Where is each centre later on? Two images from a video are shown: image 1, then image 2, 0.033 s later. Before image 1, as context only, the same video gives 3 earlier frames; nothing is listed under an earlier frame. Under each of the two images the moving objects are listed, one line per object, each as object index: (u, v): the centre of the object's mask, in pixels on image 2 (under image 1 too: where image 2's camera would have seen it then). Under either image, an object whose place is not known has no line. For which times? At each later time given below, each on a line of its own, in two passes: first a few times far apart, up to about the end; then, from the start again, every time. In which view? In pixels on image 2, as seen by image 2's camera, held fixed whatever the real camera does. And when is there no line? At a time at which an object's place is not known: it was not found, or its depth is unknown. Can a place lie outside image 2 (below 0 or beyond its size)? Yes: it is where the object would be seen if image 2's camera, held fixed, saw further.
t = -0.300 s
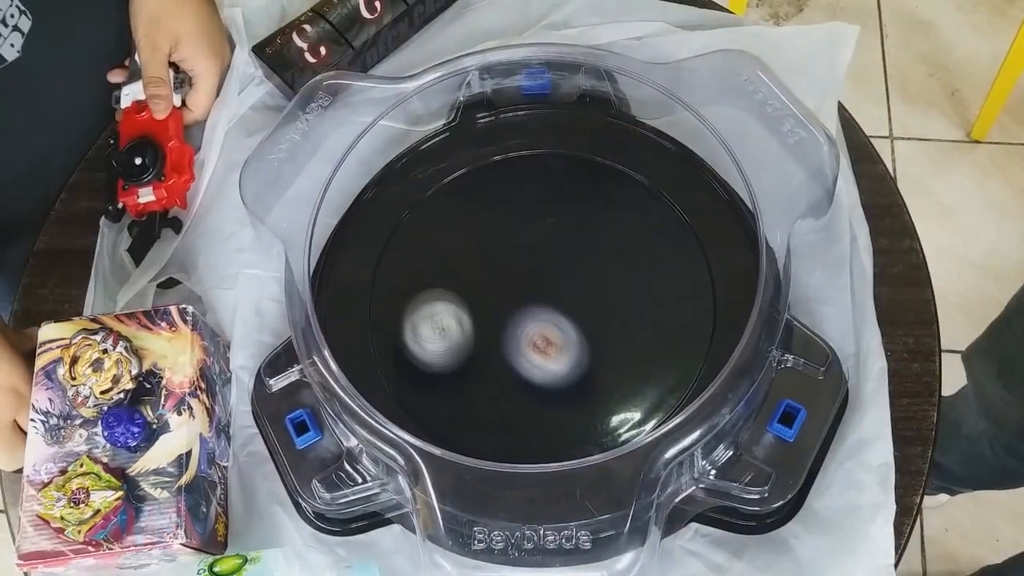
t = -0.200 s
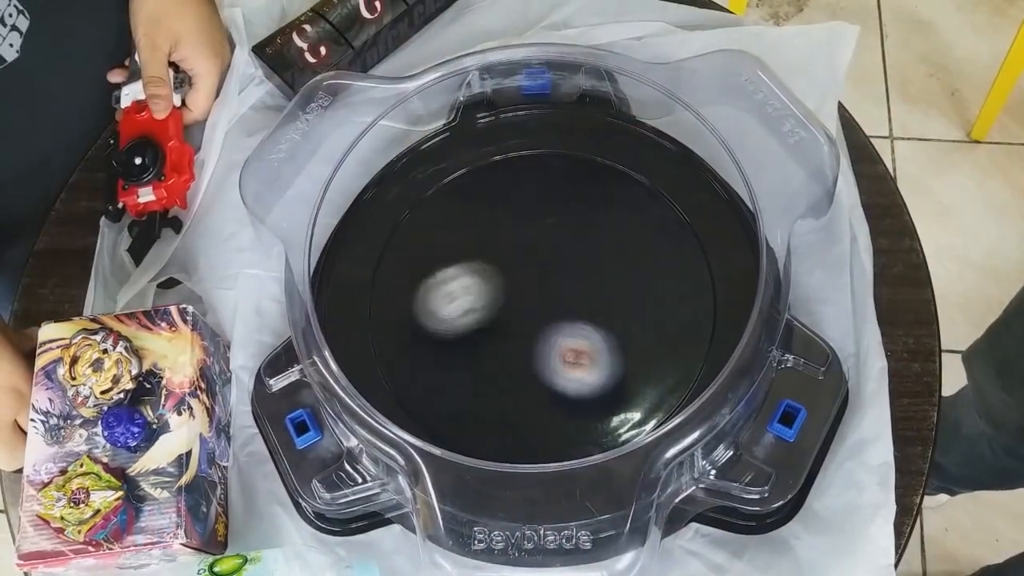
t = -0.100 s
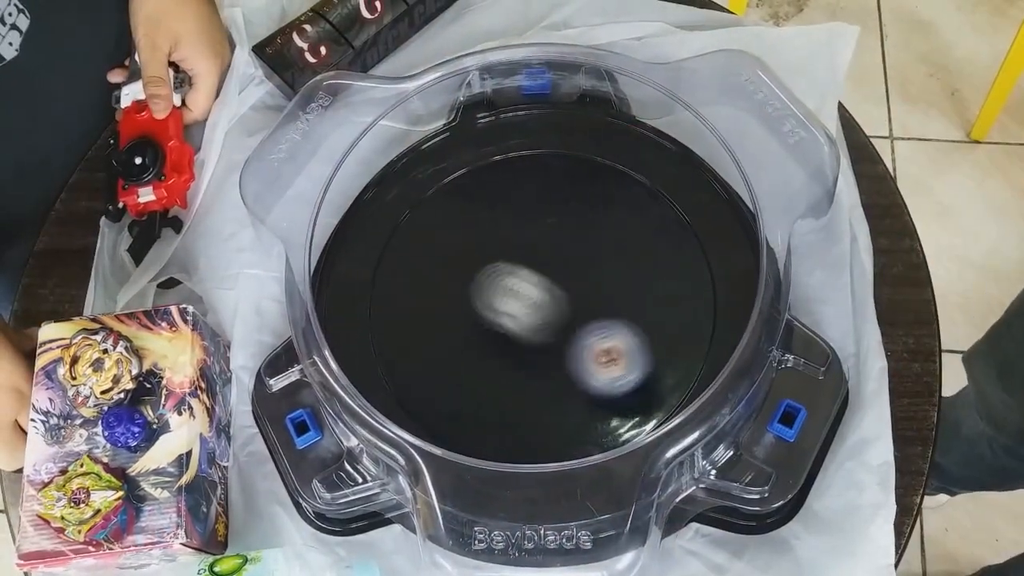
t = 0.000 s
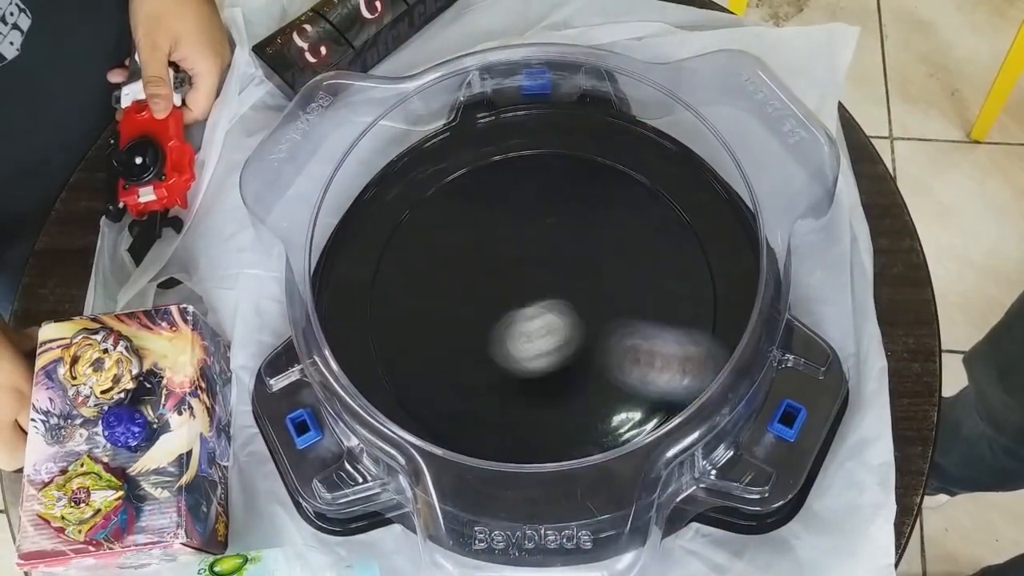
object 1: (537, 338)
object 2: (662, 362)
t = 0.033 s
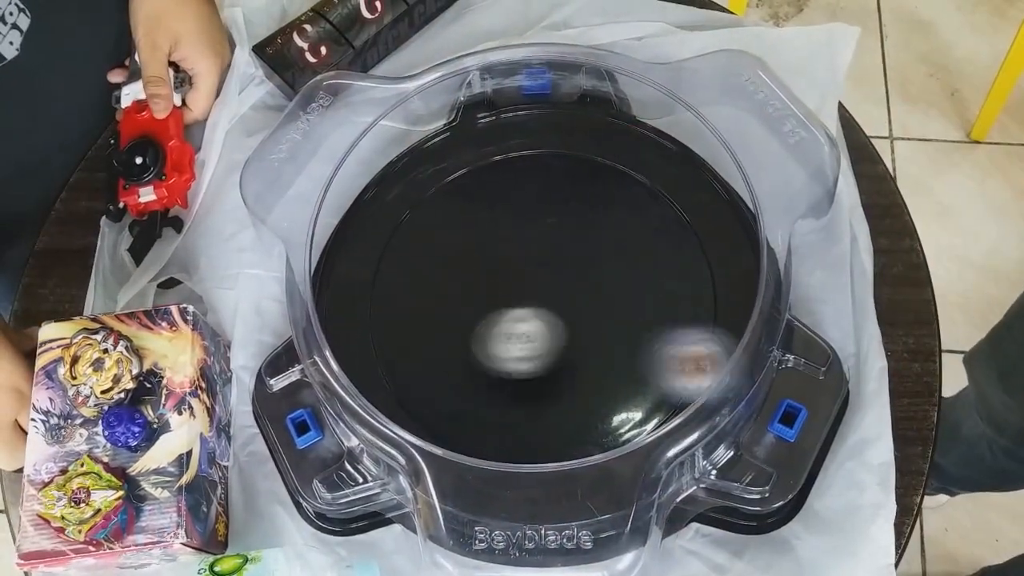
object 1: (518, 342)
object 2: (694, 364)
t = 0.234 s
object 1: (486, 275)
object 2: (694, 336)
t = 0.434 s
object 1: (543, 249)
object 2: (623, 347)
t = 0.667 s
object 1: (563, 203)
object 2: (581, 413)
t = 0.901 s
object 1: (514, 282)
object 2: (514, 360)
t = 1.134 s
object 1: (476, 192)
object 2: (479, 321)
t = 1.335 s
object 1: (565, 240)
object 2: (477, 295)
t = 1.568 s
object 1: (532, 395)
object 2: (447, 282)
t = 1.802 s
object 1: (421, 361)
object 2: (475, 304)
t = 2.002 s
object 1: (484, 292)
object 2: (585, 251)
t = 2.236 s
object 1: (614, 347)
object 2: (604, 222)
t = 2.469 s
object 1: (547, 412)
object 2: (492, 260)
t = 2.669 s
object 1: (521, 307)
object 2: (413, 287)
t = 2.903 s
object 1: (623, 232)
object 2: (454, 346)
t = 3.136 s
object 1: (647, 313)
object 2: (576, 281)
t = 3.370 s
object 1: (524, 315)
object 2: (563, 184)
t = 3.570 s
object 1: (499, 264)
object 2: (491, 154)
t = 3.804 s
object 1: (515, 324)
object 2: (501, 232)
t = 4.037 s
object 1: (473, 393)
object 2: (577, 333)
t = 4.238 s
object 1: (463, 358)
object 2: (623, 372)
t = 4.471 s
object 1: (559, 311)
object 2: (595, 379)
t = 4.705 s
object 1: (629, 261)
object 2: (525, 361)
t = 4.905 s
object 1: (649, 265)
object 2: (461, 314)
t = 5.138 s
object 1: (564, 275)
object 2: (441, 253)
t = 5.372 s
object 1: (592, 292)
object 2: (376, 185)
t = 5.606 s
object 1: (653, 351)
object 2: (339, 172)
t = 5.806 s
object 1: (602, 373)
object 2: (357, 154)
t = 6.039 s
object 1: (526, 320)
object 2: (358, 156)
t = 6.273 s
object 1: (475, 253)
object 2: (357, 156)
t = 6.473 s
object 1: (485, 211)
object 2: (357, 156)
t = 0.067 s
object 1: (503, 340)
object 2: (710, 364)
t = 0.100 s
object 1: (488, 333)
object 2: (721, 362)
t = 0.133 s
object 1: (478, 321)
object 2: (724, 356)
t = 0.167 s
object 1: (474, 306)
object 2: (708, 344)
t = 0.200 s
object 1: (477, 289)
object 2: (702, 340)
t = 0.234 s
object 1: (486, 275)
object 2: (694, 336)
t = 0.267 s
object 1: (500, 264)
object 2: (681, 332)
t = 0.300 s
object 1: (518, 259)
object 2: (661, 325)
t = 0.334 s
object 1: (537, 260)
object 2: (642, 320)
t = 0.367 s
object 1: (551, 262)
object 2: (626, 318)
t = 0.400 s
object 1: (553, 258)
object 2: (620, 329)
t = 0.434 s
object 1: (543, 249)
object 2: (623, 347)
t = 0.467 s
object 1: (536, 240)
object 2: (622, 366)
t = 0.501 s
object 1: (533, 229)
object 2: (620, 381)
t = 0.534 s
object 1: (532, 217)
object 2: (614, 394)
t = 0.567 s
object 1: (537, 207)
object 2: (608, 402)
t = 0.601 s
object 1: (546, 202)
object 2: (600, 409)
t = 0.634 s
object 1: (555, 200)
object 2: (592, 412)
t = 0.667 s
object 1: (563, 203)
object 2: (581, 413)
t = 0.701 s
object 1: (569, 212)
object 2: (572, 411)
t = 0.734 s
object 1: (572, 223)
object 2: (562, 407)
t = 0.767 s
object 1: (569, 239)
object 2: (551, 401)
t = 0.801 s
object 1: (561, 253)
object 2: (541, 393)
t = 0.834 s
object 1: (548, 266)
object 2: (532, 385)
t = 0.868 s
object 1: (532, 276)
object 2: (522, 371)
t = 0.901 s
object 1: (514, 282)
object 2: (514, 360)
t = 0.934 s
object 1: (494, 281)
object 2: (507, 351)
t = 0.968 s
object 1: (478, 272)
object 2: (501, 343)
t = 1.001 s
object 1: (466, 257)
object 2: (496, 339)
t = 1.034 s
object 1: (459, 240)
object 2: (491, 335)
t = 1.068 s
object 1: (458, 222)
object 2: (486, 331)
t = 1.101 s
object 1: (464, 205)
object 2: (482, 326)
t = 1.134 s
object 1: (476, 192)
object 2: (479, 321)
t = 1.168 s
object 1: (492, 183)
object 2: (477, 316)
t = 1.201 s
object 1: (511, 182)
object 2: (476, 311)
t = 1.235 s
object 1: (530, 189)
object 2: (475, 307)
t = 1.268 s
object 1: (546, 201)
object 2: (475, 301)
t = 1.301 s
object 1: (558, 220)
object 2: (476, 299)
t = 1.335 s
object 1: (565, 240)
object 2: (477, 295)
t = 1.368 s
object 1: (566, 264)
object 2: (480, 293)
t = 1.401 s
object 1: (565, 286)
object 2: (482, 291)
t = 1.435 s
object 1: (565, 311)
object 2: (477, 288)
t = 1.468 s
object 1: (565, 335)
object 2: (468, 285)
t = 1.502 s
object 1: (560, 358)
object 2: (460, 282)
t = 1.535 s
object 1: (548, 378)
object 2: (452, 280)
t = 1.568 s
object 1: (532, 395)
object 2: (447, 282)
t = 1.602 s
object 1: (514, 407)
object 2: (445, 282)
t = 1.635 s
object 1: (493, 413)
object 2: (445, 283)
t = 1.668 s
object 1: (473, 414)
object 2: (448, 289)
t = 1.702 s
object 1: (451, 407)
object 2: (452, 295)
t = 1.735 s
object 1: (435, 395)
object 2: (458, 298)
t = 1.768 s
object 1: (425, 377)
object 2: (466, 302)
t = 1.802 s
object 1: (421, 361)
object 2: (475, 304)
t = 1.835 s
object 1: (419, 344)
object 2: (490, 301)
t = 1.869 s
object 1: (423, 330)
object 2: (508, 292)
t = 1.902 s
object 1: (433, 317)
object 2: (528, 282)
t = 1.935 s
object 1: (446, 306)
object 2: (549, 271)
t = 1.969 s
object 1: (463, 297)
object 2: (568, 261)
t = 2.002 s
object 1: (484, 292)
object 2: (585, 251)
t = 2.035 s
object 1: (506, 291)
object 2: (601, 242)
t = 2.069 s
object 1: (527, 292)
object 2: (613, 231)
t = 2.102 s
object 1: (549, 298)
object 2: (619, 224)
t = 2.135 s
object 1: (569, 307)
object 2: (621, 220)
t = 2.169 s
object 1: (586, 317)
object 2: (619, 218)
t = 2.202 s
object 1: (602, 330)
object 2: (614, 219)
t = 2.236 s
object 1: (614, 347)
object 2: (604, 222)
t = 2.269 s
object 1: (620, 362)
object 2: (591, 227)
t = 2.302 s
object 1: (620, 379)
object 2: (576, 232)
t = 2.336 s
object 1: (613, 396)
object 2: (560, 237)
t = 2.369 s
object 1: (602, 408)
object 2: (543, 243)
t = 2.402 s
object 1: (582, 416)
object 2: (526, 249)
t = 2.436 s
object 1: (564, 417)
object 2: (509, 255)
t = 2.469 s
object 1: (547, 412)
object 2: (492, 260)
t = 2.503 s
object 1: (531, 398)
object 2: (477, 265)
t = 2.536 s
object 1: (521, 383)
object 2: (461, 270)
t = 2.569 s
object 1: (515, 365)
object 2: (448, 274)
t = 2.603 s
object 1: (514, 346)
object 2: (434, 278)
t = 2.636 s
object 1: (515, 326)
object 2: (423, 282)
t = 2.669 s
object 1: (521, 307)
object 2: (413, 287)
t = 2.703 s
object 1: (530, 290)
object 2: (405, 294)
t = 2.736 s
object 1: (542, 273)
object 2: (400, 304)
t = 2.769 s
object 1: (555, 260)
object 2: (400, 315)
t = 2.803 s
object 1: (571, 248)
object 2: (406, 326)
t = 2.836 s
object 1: (587, 239)
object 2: (417, 336)
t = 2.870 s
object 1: (606, 233)
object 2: (433, 344)
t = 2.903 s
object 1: (623, 232)
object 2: (454, 346)
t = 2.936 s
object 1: (641, 234)
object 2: (476, 345)
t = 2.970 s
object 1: (653, 241)
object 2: (497, 340)
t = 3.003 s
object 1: (665, 252)
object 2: (518, 332)
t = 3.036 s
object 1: (668, 267)
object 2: (537, 322)
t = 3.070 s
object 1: (666, 282)
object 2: (556, 310)
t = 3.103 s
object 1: (658, 299)
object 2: (568, 296)
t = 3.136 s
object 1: (647, 313)
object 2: (576, 281)
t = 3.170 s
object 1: (635, 327)
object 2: (579, 265)
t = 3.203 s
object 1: (618, 335)
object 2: (581, 249)
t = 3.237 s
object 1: (598, 341)
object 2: (581, 234)
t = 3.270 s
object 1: (578, 340)
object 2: (580, 220)
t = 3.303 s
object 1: (558, 335)
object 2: (576, 206)
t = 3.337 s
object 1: (541, 327)
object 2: (570, 194)
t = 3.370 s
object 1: (524, 315)
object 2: (563, 184)
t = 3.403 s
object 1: (512, 302)
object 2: (552, 176)
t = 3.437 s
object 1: (503, 287)
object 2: (539, 172)
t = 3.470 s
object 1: (497, 272)
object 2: (524, 172)
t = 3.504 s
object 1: (495, 258)
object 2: (512, 175)
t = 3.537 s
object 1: (496, 257)
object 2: (500, 167)
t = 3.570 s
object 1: (499, 264)
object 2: (491, 154)
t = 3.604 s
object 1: (504, 271)
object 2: (486, 147)
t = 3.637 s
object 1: (508, 279)
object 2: (483, 151)
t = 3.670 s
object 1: (511, 286)
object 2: (481, 164)
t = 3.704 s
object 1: (514, 295)
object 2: (482, 176)
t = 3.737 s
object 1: (515, 304)
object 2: (487, 193)
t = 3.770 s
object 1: (516, 314)
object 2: (493, 211)
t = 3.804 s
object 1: (515, 324)
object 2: (501, 232)
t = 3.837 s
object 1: (512, 334)
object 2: (511, 251)
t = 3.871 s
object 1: (508, 345)
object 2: (521, 268)
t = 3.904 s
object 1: (503, 359)
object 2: (532, 286)
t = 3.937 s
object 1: (499, 370)
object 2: (542, 299)
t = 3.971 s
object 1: (492, 380)
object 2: (553, 312)
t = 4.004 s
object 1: (483, 388)
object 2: (565, 323)
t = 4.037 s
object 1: (473, 393)
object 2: (577, 333)
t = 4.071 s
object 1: (463, 394)
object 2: (588, 341)
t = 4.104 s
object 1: (454, 391)
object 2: (598, 349)
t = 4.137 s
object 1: (451, 385)
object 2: (607, 356)
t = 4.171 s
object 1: (452, 376)
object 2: (614, 362)
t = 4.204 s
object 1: (456, 367)
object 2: (620, 368)
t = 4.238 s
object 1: (463, 358)
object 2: (623, 372)
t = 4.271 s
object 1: (473, 348)
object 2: (625, 376)
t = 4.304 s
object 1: (487, 340)
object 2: (625, 379)
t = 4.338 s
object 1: (500, 333)
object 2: (622, 381)
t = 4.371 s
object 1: (515, 327)
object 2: (617, 382)
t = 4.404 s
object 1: (530, 322)
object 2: (611, 381)
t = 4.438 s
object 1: (545, 318)
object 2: (603, 380)
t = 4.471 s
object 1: (559, 311)
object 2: (595, 379)
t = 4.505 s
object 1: (570, 304)
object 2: (588, 379)
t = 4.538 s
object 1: (580, 296)
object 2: (579, 379)
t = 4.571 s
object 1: (588, 289)
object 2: (570, 378)
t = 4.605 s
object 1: (597, 282)
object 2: (560, 375)
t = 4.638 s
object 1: (608, 273)
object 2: (549, 372)
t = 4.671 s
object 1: (619, 266)
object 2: (538, 366)
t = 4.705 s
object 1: (629, 261)
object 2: (525, 361)
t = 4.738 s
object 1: (638, 257)
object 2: (513, 354)
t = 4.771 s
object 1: (646, 255)
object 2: (502, 347)
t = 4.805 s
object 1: (652, 256)
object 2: (490, 339)
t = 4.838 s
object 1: (653, 257)
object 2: (480, 331)
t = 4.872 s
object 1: (652, 261)
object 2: (470, 322)
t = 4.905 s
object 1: (649, 265)
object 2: (461, 314)
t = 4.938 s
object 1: (642, 270)
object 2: (454, 305)
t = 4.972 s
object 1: (631, 273)
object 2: (449, 296)
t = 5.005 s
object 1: (618, 276)
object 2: (444, 287)
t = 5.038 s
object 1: (605, 278)
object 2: (441, 278)
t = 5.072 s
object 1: (591, 278)
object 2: (440, 269)
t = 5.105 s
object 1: (577, 277)
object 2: (440, 261)
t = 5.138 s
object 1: (564, 275)
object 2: (441, 253)
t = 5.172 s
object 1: (550, 272)
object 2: (444, 246)
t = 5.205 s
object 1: (535, 269)
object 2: (448, 239)
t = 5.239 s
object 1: (529, 267)
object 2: (447, 229)
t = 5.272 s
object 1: (543, 269)
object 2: (430, 216)
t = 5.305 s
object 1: (564, 277)
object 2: (408, 202)
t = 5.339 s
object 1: (581, 284)
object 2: (390, 191)
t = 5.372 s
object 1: (592, 292)
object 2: (376, 185)
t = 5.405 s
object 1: (606, 299)
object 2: (368, 182)
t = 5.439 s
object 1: (616, 307)
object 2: (365, 182)
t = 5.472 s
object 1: (628, 316)
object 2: (353, 174)
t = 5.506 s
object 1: (637, 323)
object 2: (339, 164)
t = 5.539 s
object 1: (645, 333)
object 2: (332, 159)
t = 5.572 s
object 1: (650, 342)
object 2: (335, 165)
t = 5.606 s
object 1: (653, 351)
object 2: (339, 172)
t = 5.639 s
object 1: (653, 360)
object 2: (340, 172)
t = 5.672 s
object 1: (646, 369)
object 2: (345, 167)
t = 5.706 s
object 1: (639, 374)
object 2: (351, 160)
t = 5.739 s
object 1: (626, 376)
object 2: (354, 155)
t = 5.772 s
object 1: (614, 377)
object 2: (357, 154)
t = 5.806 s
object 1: (602, 373)
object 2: (357, 154)
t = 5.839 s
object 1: (589, 369)
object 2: (357, 155)
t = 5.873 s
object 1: (579, 363)
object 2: (357, 155)
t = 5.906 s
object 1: (567, 355)
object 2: (357, 156)
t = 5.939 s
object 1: (556, 347)
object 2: (357, 156)
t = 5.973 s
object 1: (546, 339)
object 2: (357, 156)
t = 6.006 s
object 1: (535, 329)
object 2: (357, 156)
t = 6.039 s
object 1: (526, 320)
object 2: (358, 156)
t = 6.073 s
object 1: (517, 311)
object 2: (357, 156)
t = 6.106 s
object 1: (509, 300)
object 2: (357, 156)
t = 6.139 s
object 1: (501, 291)
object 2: (358, 156)
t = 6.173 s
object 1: (494, 282)
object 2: (357, 156)
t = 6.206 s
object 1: (486, 271)
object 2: (357, 156)
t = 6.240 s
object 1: (480, 262)
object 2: (357, 156)
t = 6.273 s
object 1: (475, 253)
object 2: (357, 156)
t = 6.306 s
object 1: (471, 243)
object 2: (357, 156)
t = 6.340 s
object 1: (469, 234)
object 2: (357, 156)
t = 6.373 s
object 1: (469, 226)
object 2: (357, 156)
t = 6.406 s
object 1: (472, 218)
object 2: (357, 156)
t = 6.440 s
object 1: (477, 212)
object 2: (357, 156)
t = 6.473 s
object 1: (485, 211)
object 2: (357, 156)
